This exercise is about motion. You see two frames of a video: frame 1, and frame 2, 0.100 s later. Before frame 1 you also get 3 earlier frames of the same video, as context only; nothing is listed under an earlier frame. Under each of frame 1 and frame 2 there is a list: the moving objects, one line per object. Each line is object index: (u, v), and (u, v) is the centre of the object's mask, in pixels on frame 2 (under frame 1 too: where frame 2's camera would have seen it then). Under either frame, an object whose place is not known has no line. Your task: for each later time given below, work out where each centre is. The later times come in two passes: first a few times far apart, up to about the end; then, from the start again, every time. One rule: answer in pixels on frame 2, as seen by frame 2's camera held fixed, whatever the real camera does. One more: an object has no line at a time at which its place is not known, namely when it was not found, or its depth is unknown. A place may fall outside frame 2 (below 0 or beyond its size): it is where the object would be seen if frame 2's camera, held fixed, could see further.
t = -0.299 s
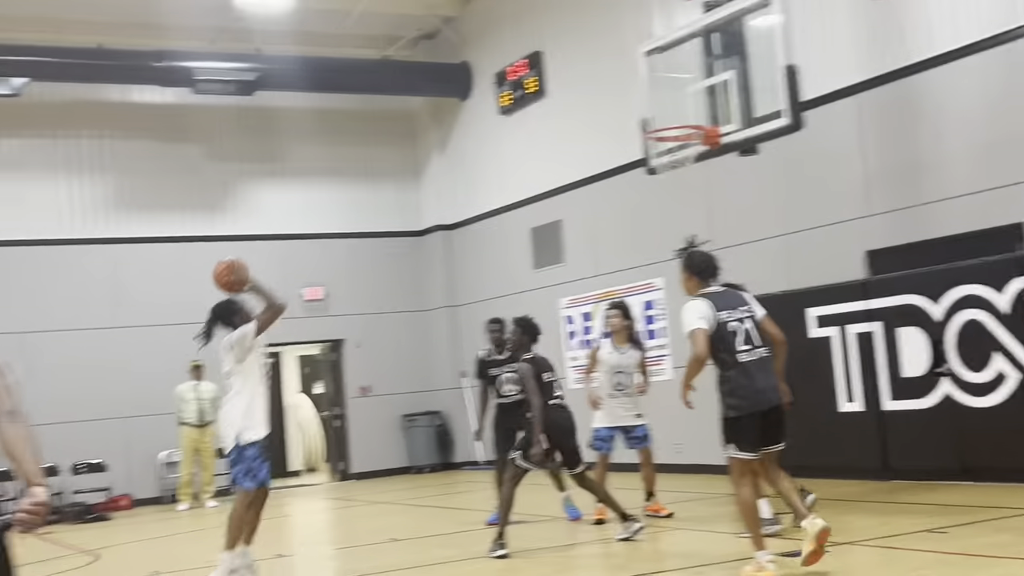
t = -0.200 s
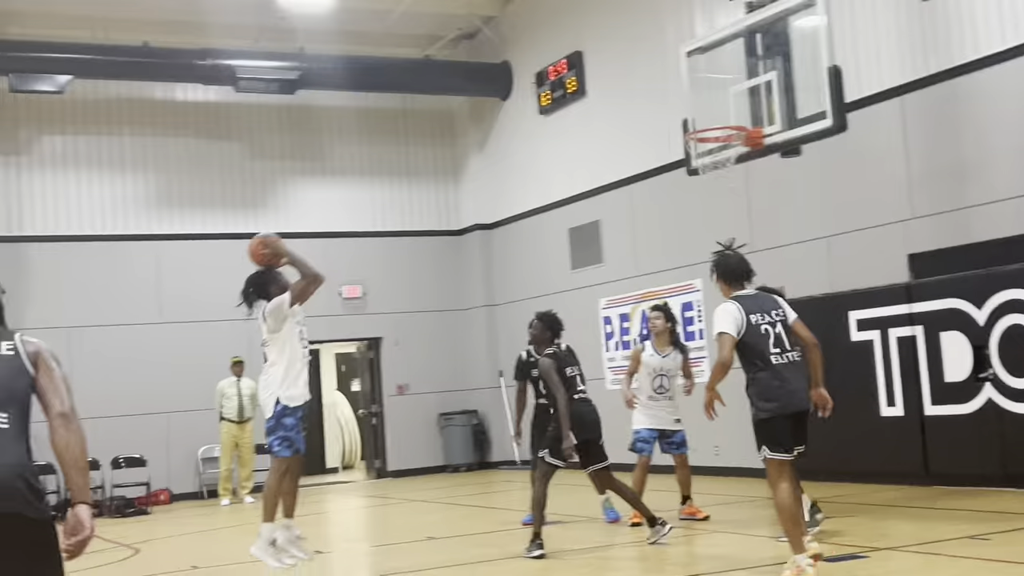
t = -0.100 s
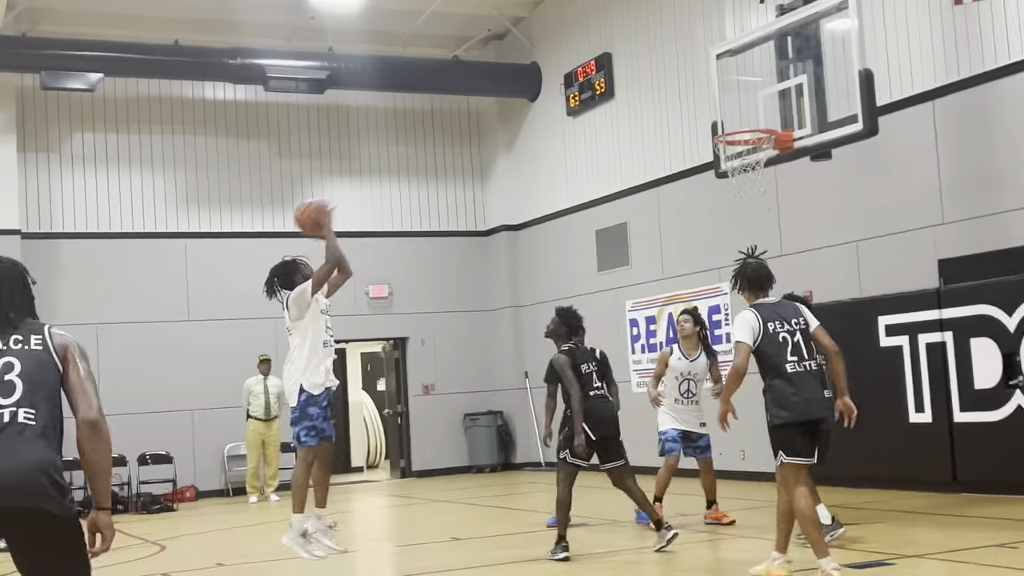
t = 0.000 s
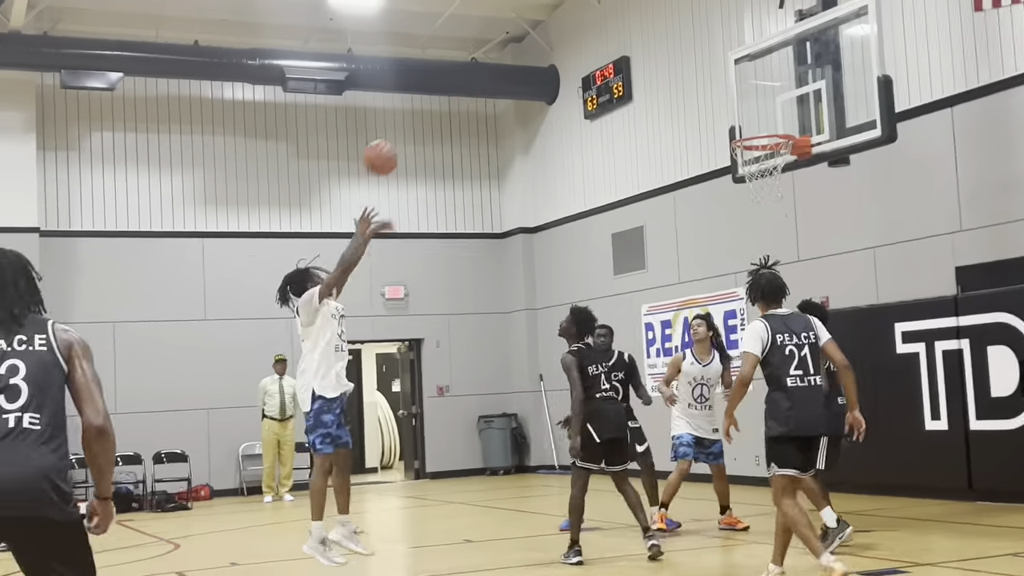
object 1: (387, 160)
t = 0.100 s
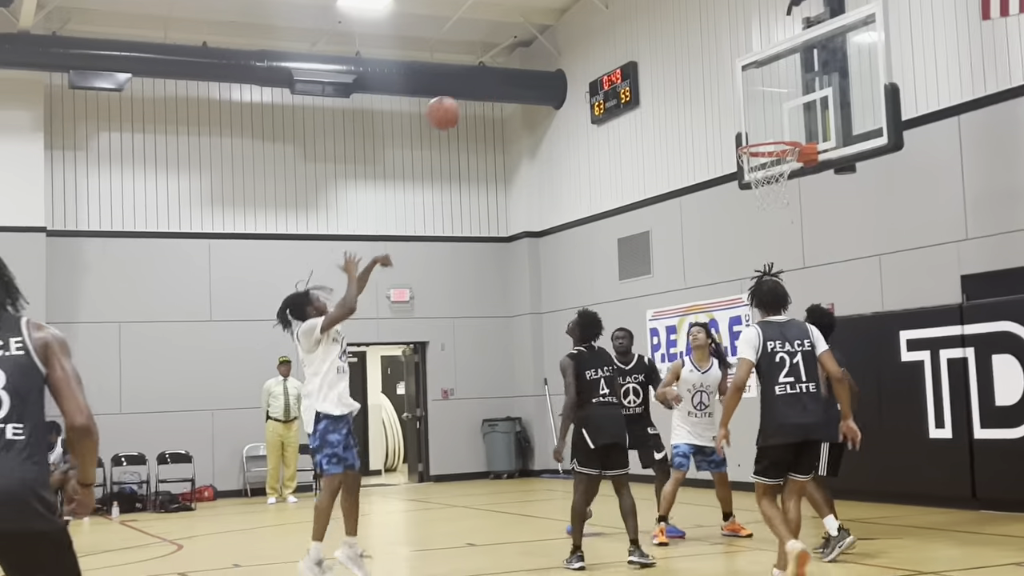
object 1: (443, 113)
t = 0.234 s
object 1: (513, 75)
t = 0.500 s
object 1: (645, 69)
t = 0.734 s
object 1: (754, 132)
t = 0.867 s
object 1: (788, 102)
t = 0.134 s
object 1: (461, 100)
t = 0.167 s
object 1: (479, 90)
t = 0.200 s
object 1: (496, 82)
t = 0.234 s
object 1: (513, 75)
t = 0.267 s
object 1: (531, 69)
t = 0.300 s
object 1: (547, 65)
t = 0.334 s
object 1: (564, 61)
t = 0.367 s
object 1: (580, 60)
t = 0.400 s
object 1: (596, 60)
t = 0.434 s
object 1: (613, 61)
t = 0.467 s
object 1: (629, 64)
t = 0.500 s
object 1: (645, 69)
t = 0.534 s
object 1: (661, 74)
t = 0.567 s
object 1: (677, 82)
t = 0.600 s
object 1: (692, 90)
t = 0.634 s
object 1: (708, 99)
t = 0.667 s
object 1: (724, 109)
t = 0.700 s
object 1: (739, 121)
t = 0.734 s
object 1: (754, 132)
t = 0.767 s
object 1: (764, 132)
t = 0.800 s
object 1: (772, 122)
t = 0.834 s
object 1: (781, 112)
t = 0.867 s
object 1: (788, 102)
